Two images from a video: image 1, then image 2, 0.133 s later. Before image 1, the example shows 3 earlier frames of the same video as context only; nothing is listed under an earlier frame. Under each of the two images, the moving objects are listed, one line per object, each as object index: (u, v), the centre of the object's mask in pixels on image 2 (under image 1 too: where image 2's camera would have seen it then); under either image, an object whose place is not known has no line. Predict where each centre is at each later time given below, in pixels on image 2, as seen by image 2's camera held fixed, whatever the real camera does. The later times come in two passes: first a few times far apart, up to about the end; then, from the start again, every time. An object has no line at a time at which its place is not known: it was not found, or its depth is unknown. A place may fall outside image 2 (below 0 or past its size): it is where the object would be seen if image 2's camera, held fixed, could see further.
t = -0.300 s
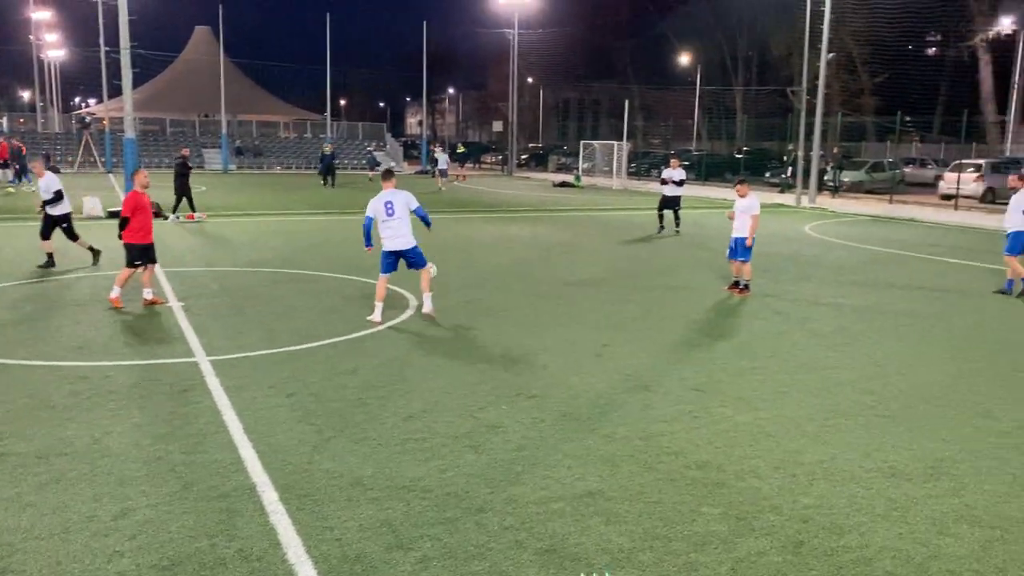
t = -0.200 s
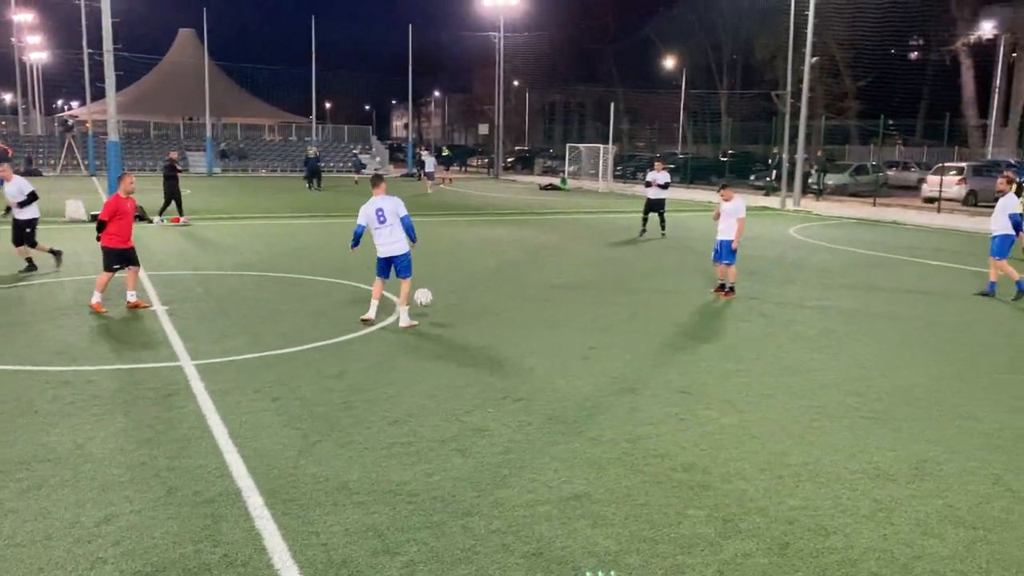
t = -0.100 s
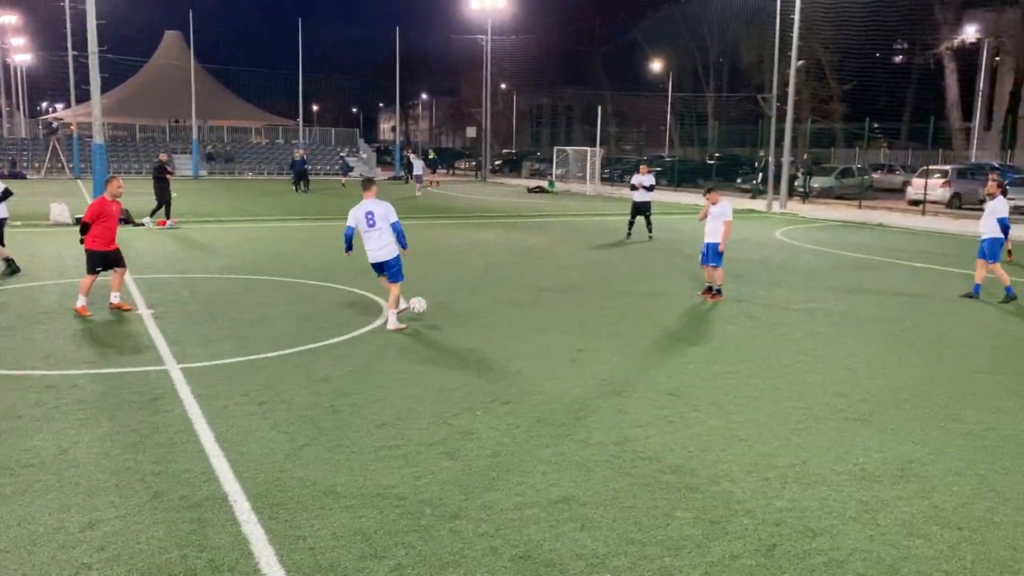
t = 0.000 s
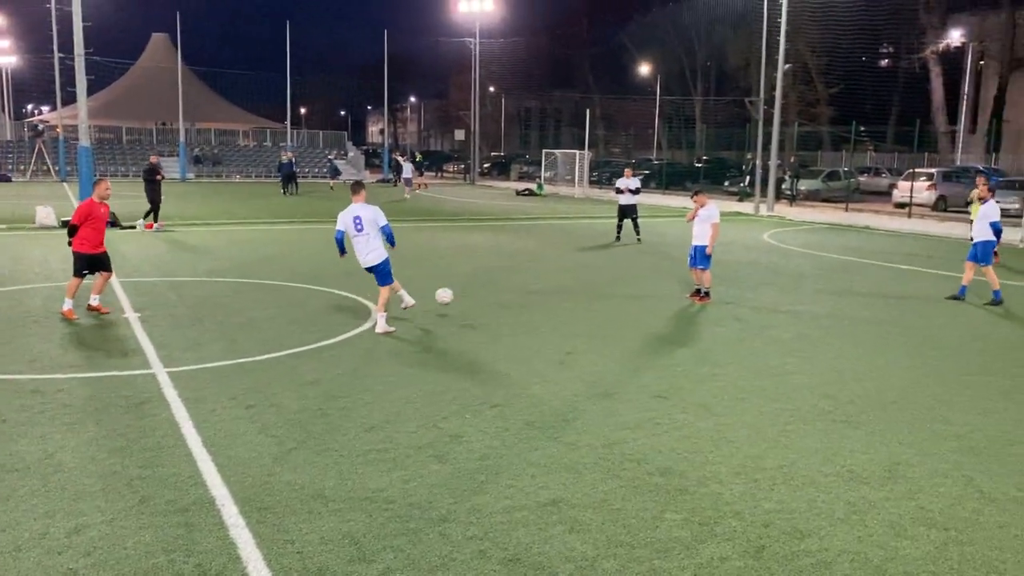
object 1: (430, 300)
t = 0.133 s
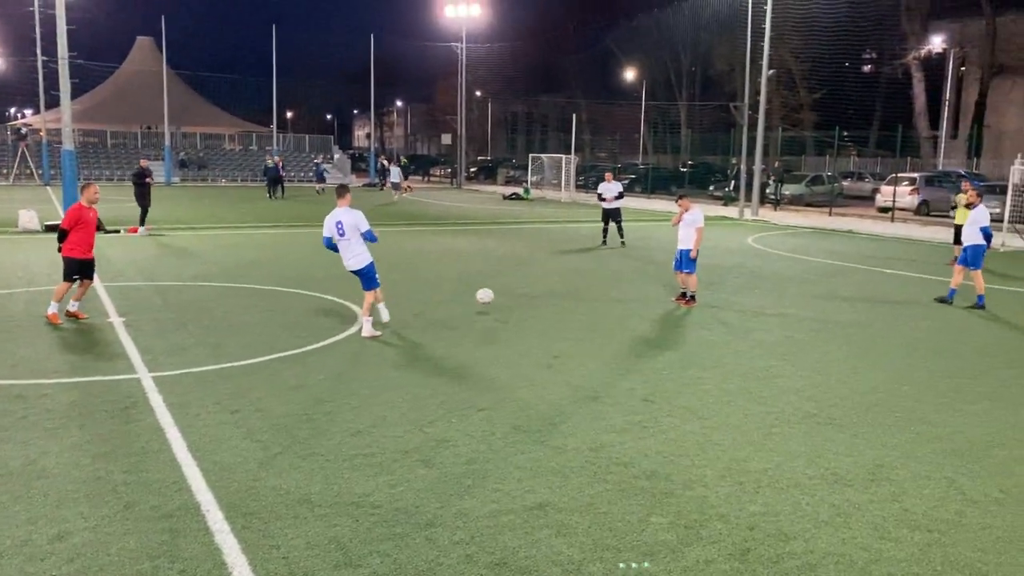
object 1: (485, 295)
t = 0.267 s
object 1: (532, 303)
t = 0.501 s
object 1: (588, 291)
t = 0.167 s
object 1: (497, 297)
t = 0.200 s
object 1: (509, 299)
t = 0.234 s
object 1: (521, 301)
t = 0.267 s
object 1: (532, 303)
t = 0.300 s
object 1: (540, 299)
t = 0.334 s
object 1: (549, 296)
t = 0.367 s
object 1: (557, 293)
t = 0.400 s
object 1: (565, 292)
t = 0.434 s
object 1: (573, 291)
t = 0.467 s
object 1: (580, 291)
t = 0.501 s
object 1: (588, 291)
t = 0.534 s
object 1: (595, 292)
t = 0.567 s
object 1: (602, 295)
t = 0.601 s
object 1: (608, 293)
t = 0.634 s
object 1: (613, 291)
